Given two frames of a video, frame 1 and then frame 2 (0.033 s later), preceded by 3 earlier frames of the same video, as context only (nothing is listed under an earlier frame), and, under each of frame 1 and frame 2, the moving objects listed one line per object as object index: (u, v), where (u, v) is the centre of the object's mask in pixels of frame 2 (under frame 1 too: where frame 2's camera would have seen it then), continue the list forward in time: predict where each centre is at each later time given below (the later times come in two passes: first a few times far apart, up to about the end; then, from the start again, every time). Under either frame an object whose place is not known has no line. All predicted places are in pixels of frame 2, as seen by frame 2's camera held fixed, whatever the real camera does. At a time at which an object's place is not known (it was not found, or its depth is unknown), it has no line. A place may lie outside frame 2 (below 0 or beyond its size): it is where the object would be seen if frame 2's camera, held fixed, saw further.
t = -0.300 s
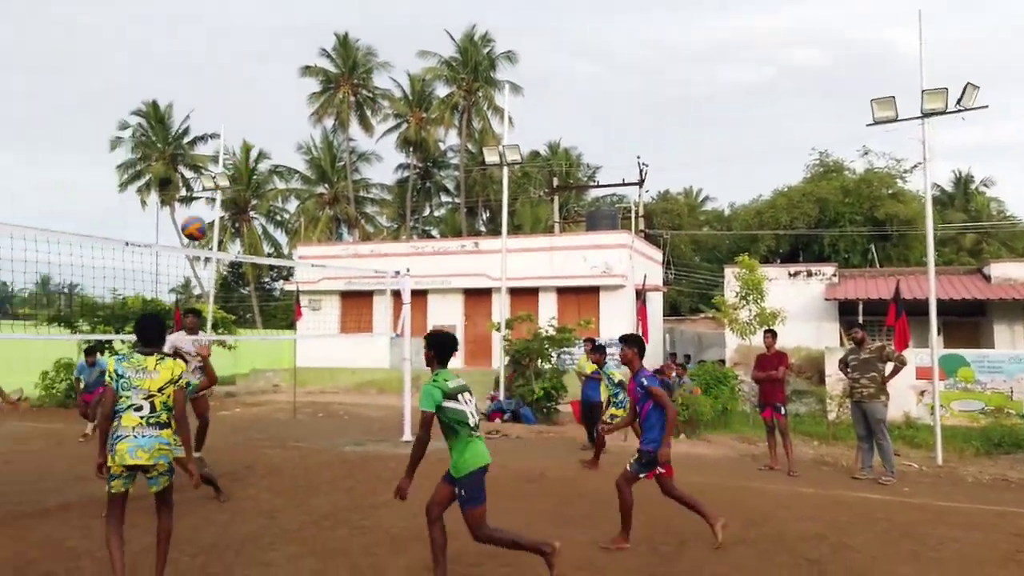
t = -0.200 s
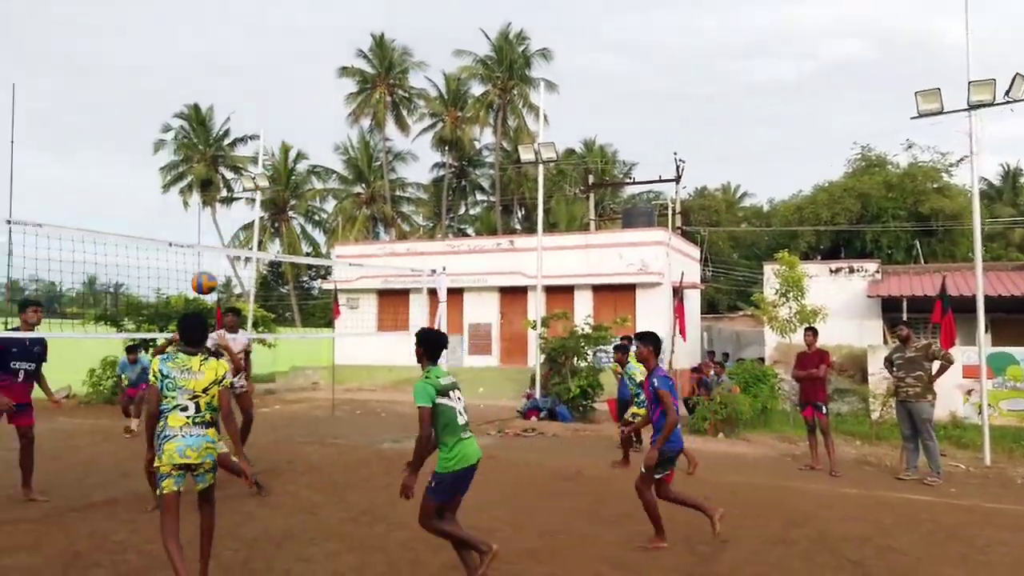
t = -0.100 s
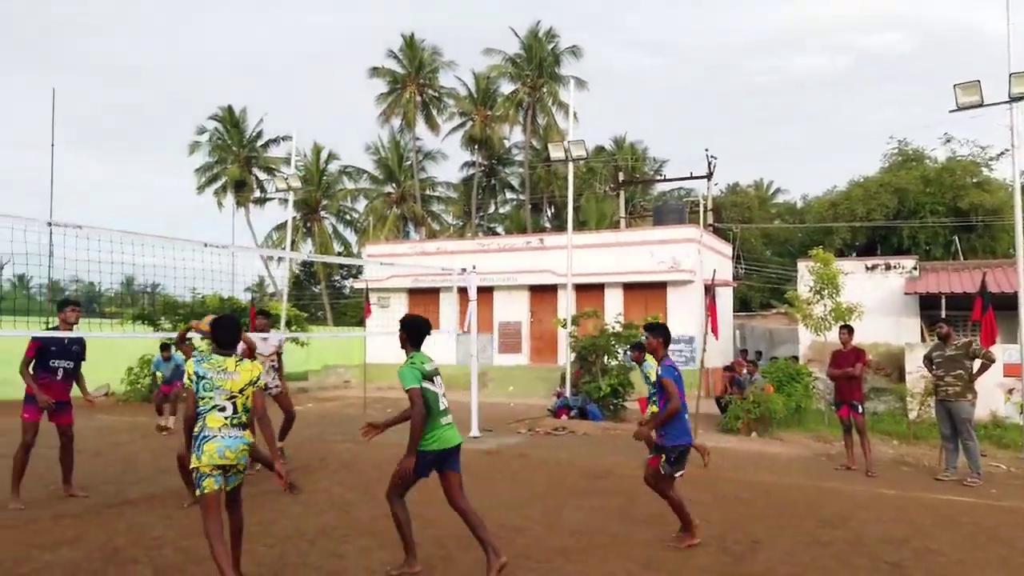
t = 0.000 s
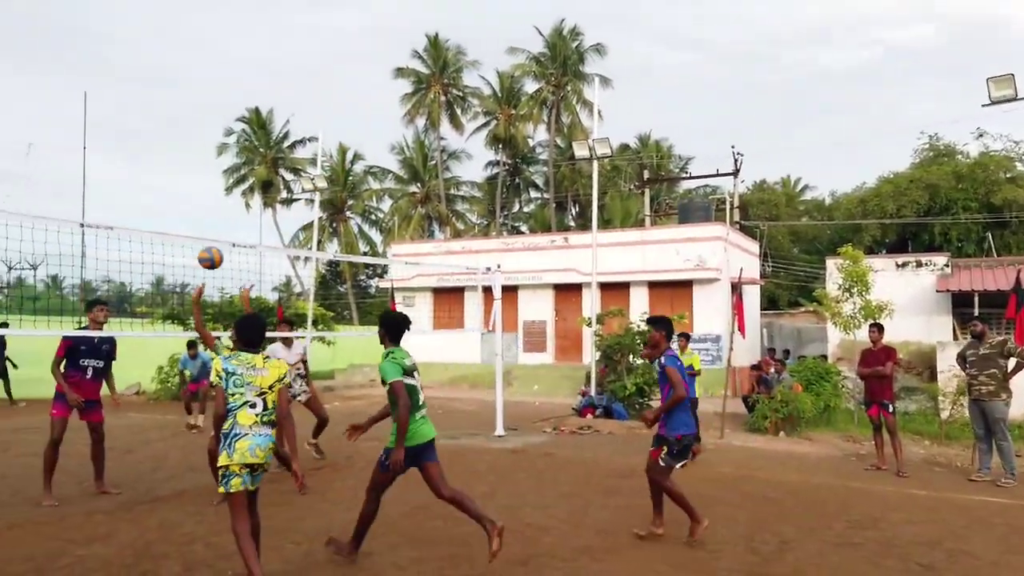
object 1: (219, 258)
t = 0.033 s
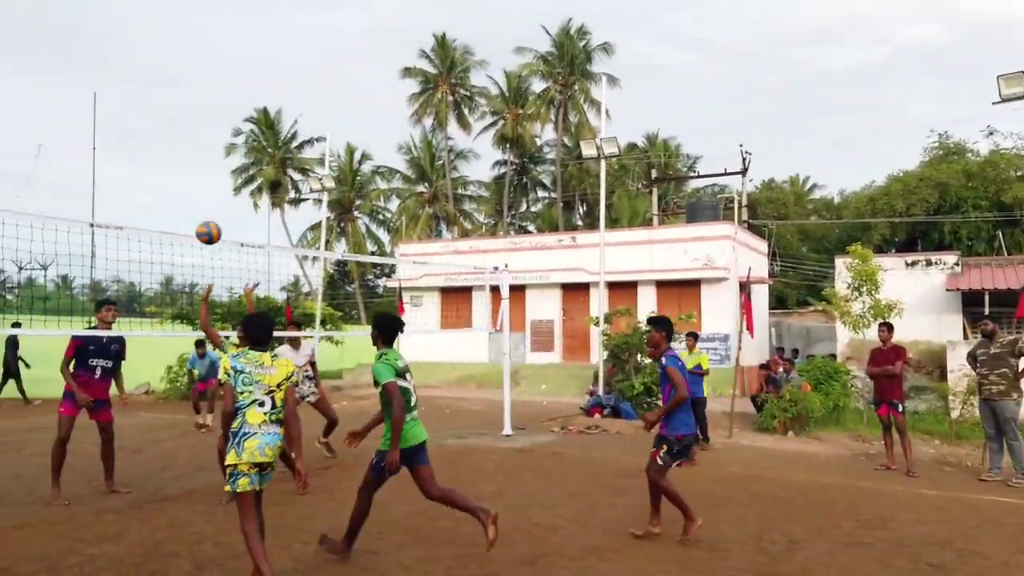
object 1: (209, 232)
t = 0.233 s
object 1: (137, 98)
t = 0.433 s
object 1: (62, -5)
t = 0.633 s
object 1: (-22, -66)
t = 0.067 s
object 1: (198, 208)
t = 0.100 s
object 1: (187, 184)
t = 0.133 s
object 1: (175, 161)
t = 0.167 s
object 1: (163, 139)
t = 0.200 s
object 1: (150, 118)
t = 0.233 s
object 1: (137, 98)
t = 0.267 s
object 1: (125, 78)
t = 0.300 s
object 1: (113, 59)
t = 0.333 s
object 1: (100, 42)
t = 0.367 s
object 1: (87, 25)
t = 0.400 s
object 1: (74, 9)
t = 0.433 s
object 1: (62, -5)
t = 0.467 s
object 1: (49, -18)
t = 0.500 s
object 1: (36, -30)
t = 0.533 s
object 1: (23, -41)
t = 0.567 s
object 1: (9, -50)
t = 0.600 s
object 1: (-6, -59)
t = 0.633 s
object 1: (-22, -66)
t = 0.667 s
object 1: (-38, -71)
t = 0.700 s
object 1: (-55, -75)
